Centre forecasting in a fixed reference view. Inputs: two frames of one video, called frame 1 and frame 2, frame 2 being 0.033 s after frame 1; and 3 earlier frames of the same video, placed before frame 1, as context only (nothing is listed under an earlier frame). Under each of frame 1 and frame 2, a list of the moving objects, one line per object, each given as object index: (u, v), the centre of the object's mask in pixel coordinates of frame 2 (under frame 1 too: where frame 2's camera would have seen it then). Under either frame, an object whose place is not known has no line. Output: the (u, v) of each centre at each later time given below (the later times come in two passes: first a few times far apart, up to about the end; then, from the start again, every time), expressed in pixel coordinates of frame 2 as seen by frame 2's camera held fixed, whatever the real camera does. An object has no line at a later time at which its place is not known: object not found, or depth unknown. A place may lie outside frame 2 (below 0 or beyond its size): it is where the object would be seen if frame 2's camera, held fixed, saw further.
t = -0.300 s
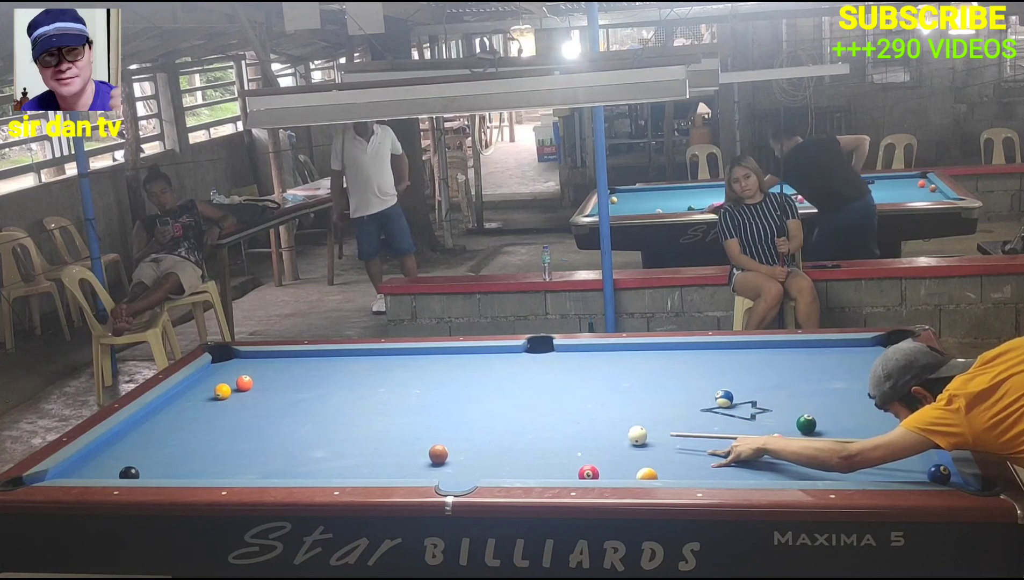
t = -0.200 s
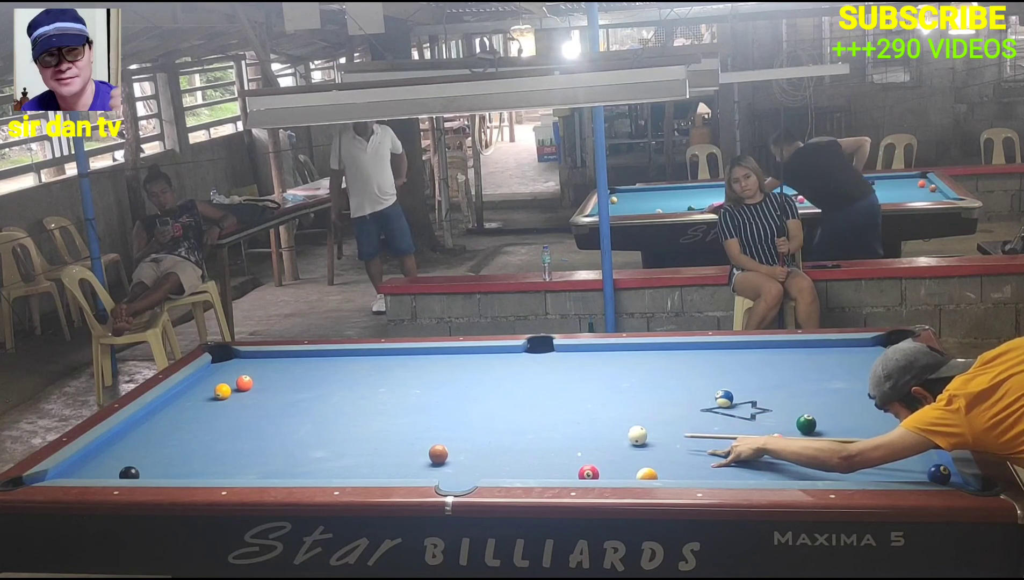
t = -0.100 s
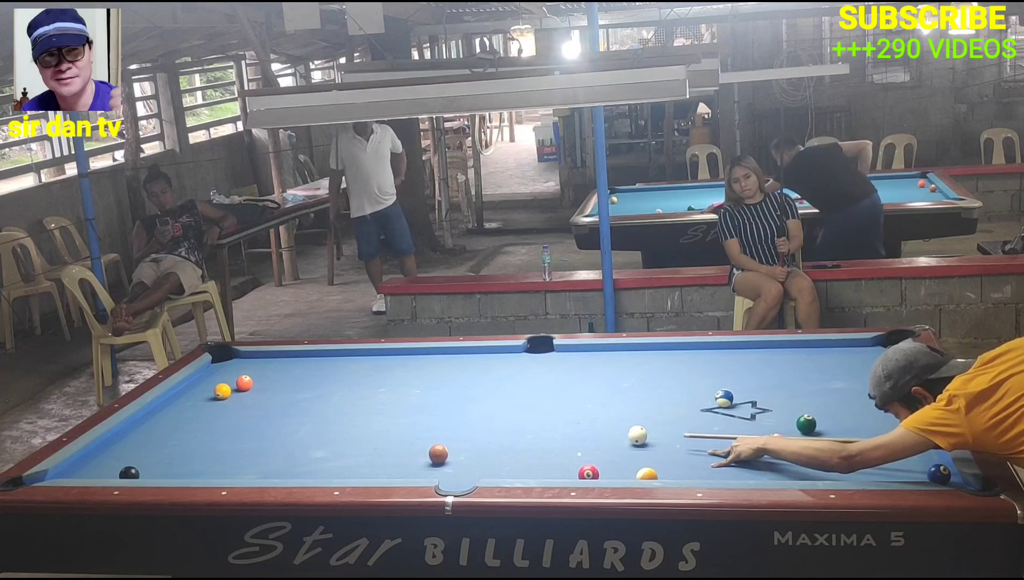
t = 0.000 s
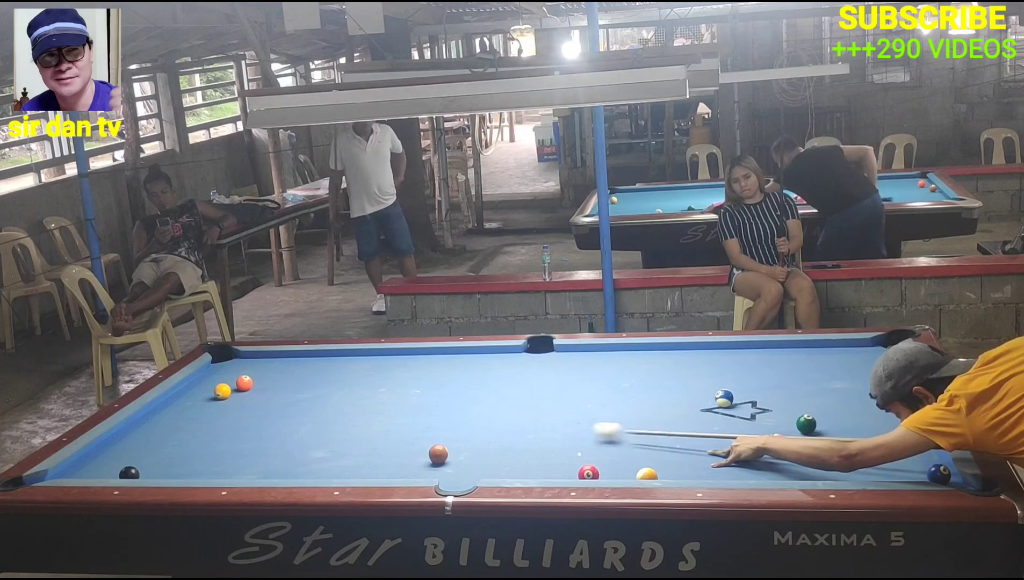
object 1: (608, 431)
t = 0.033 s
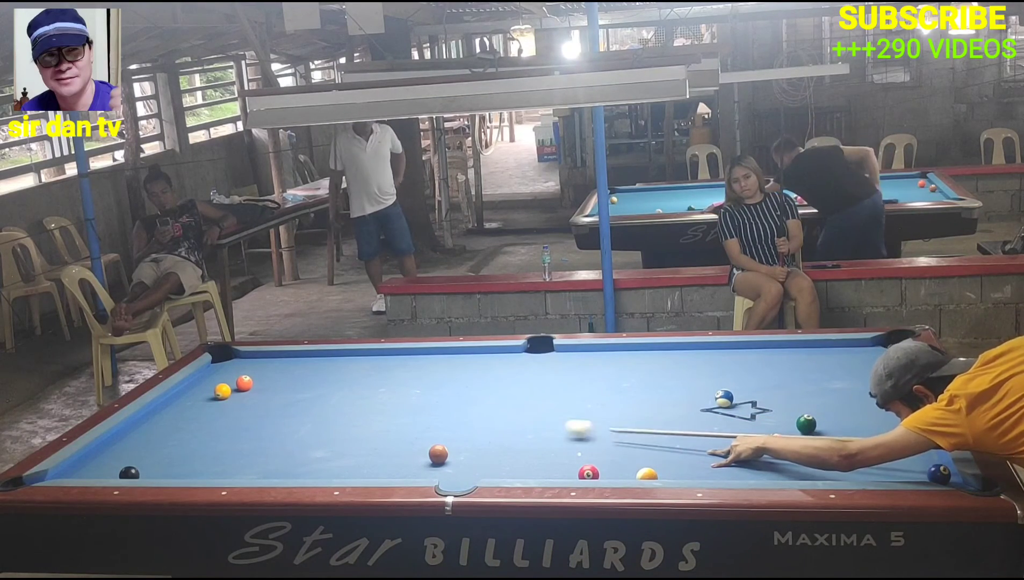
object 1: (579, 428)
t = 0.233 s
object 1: (432, 415)
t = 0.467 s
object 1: (284, 402)
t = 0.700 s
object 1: (162, 402)
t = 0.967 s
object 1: (240, 408)
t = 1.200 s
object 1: (308, 413)
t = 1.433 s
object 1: (377, 417)
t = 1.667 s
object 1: (449, 424)
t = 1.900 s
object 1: (522, 430)
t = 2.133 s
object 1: (599, 436)
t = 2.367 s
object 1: (679, 443)
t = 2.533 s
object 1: (738, 449)
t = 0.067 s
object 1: (552, 426)
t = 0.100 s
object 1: (527, 424)
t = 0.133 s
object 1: (502, 421)
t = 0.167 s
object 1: (478, 419)
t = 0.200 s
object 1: (455, 418)
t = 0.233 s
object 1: (432, 415)
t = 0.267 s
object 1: (410, 413)
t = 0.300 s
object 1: (388, 411)
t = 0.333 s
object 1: (366, 409)
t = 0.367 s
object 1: (345, 407)
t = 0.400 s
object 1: (325, 405)
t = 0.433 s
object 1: (304, 404)
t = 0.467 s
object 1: (284, 402)
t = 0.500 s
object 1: (265, 400)
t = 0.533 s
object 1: (245, 398)
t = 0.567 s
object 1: (226, 397)
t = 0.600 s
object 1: (207, 398)
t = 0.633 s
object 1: (187, 399)
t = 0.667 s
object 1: (168, 401)
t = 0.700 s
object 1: (162, 402)
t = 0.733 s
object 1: (173, 403)
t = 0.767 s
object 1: (183, 404)
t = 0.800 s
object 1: (193, 404)
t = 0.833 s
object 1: (202, 405)
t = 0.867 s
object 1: (211, 405)
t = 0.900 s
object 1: (221, 406)
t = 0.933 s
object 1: (231, 407)
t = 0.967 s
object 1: (240, 408)
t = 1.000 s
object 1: (250, 408)
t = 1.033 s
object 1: (259, 409)
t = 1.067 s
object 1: (269, 409)
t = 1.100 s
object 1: (278, 410)
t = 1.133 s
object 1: (288, 411)
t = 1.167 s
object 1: (298, 412)
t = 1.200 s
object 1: (308, 413)
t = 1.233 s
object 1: (317, 413)
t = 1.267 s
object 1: (327, 414)
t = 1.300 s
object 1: (337, 415)
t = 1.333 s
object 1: (347, 416)
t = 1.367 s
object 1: (357, 416)
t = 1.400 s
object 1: (367, 417)
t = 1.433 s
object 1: (377, 417)
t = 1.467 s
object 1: (387, 418)
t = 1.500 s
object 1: (397, 419)
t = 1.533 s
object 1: (407, 420)
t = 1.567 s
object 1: (417, 421)
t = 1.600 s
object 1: (428, 422)
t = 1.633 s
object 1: (438, 423)
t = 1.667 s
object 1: (449, 424)
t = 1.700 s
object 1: (459, 425)
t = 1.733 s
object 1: (470, 426)
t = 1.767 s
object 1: (480, 426)
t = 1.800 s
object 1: (490, 427)
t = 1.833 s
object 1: (501, 428)
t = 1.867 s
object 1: (512, 429)
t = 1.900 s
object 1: (522, 430)
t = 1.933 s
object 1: (533, 430)
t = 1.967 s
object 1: (544, 432)
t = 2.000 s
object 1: (555, 432)
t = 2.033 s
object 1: (566, 433)
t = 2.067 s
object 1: (577, 434)
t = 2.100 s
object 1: (588, 435)
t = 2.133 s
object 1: (599, 436)
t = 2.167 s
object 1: (610, 437)
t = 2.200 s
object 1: (622, 438)
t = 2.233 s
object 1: (633, 439)
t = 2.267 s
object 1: (644, 440)
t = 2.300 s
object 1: (656, 441)
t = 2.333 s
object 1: (668, 442)
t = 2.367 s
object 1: (679, 443)
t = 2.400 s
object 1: (691, 444)
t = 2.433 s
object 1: (702, 445)
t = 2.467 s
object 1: (714, 446)
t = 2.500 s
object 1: (726, 448)
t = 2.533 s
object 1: (738, 449)
